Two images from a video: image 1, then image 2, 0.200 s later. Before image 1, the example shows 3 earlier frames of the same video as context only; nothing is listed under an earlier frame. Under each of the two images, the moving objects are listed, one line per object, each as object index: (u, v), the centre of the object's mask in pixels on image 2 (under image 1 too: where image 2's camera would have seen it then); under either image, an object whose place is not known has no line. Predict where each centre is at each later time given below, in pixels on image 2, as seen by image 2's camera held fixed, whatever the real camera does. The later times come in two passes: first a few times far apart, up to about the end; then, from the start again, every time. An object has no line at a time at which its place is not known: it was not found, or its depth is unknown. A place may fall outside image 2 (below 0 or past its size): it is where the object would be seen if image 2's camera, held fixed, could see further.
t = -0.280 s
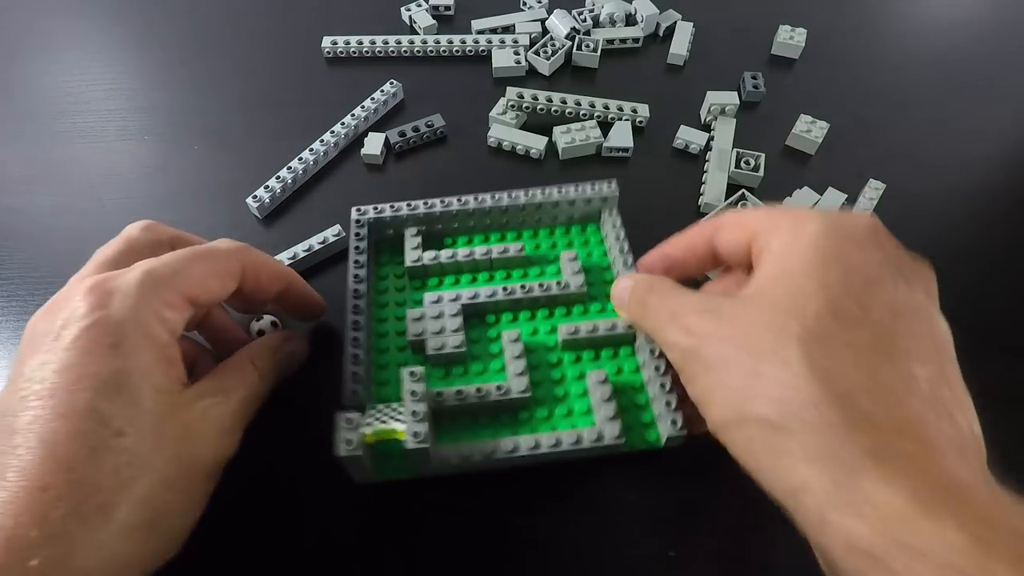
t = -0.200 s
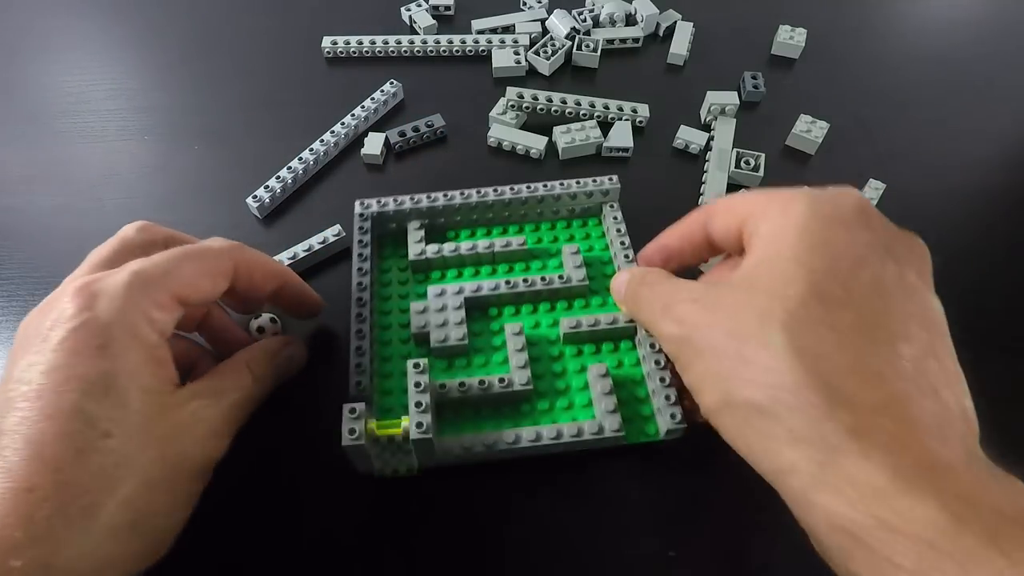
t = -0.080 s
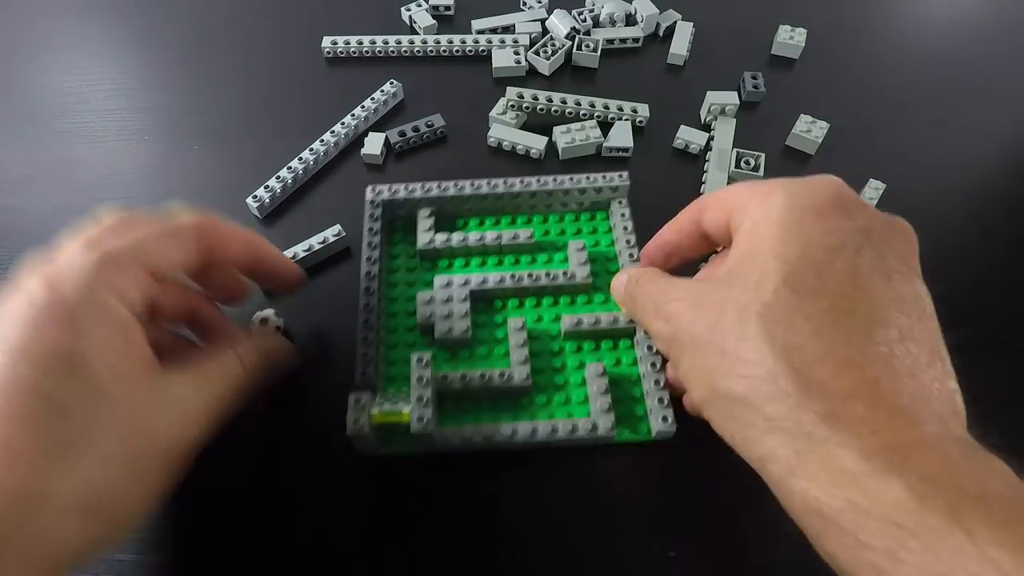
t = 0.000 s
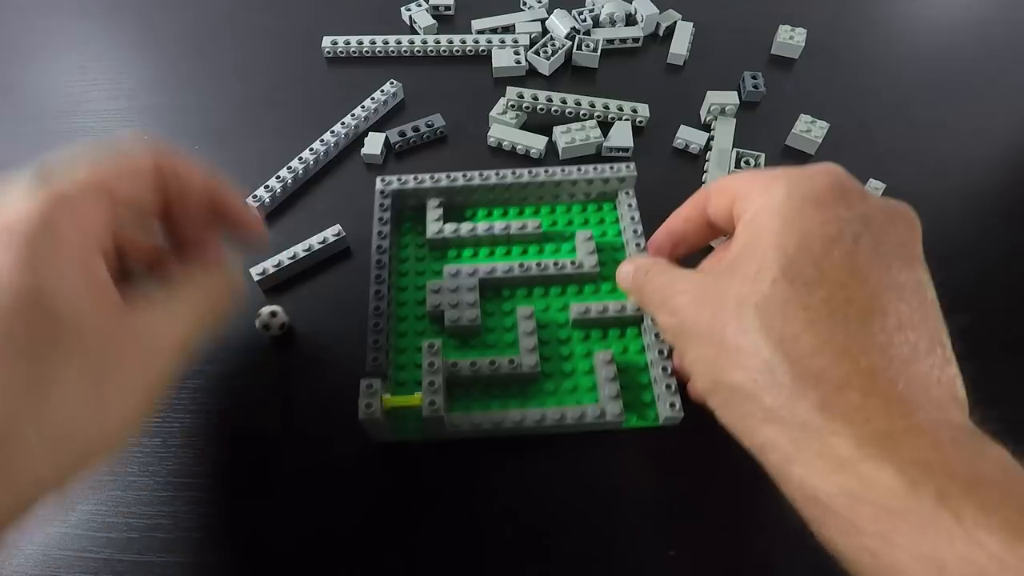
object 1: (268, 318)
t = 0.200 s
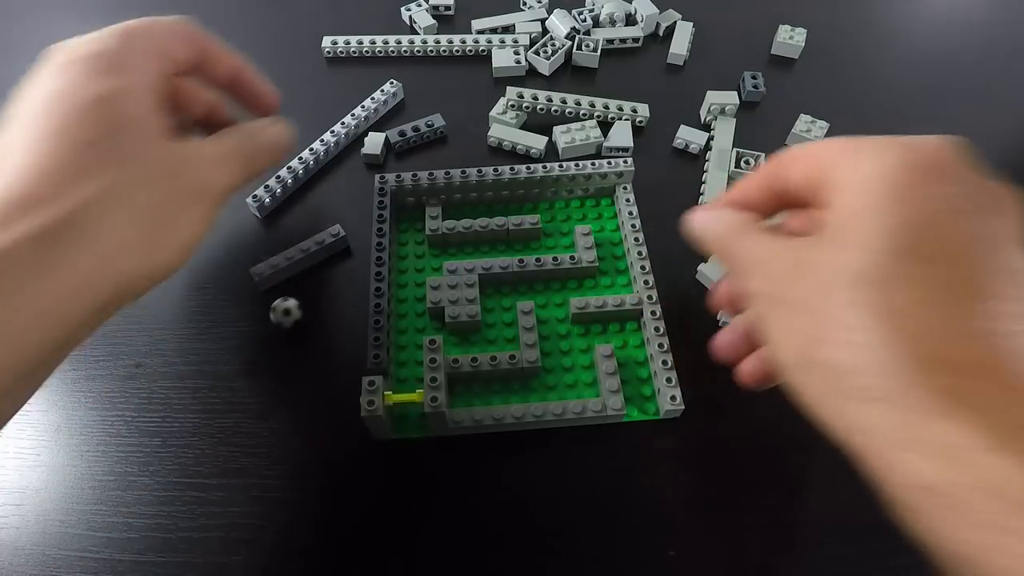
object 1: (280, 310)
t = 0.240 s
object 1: (287, 310)
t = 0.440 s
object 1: (301, 299)
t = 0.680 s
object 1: (314, 287)
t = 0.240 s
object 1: (287, 310)
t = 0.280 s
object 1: (290, 307)
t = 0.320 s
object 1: (293, 305)
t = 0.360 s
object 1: (293, 303)
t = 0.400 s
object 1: (296, 301)
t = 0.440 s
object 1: (301, 299)
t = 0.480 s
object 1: (304, 297)
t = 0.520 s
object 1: (307, 295)
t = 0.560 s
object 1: (307, 292)
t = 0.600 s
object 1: (310, 290)
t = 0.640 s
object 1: (312, 288)
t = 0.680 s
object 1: (314, 287)
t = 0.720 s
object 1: (316, 285)
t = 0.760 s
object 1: (318, 283)
